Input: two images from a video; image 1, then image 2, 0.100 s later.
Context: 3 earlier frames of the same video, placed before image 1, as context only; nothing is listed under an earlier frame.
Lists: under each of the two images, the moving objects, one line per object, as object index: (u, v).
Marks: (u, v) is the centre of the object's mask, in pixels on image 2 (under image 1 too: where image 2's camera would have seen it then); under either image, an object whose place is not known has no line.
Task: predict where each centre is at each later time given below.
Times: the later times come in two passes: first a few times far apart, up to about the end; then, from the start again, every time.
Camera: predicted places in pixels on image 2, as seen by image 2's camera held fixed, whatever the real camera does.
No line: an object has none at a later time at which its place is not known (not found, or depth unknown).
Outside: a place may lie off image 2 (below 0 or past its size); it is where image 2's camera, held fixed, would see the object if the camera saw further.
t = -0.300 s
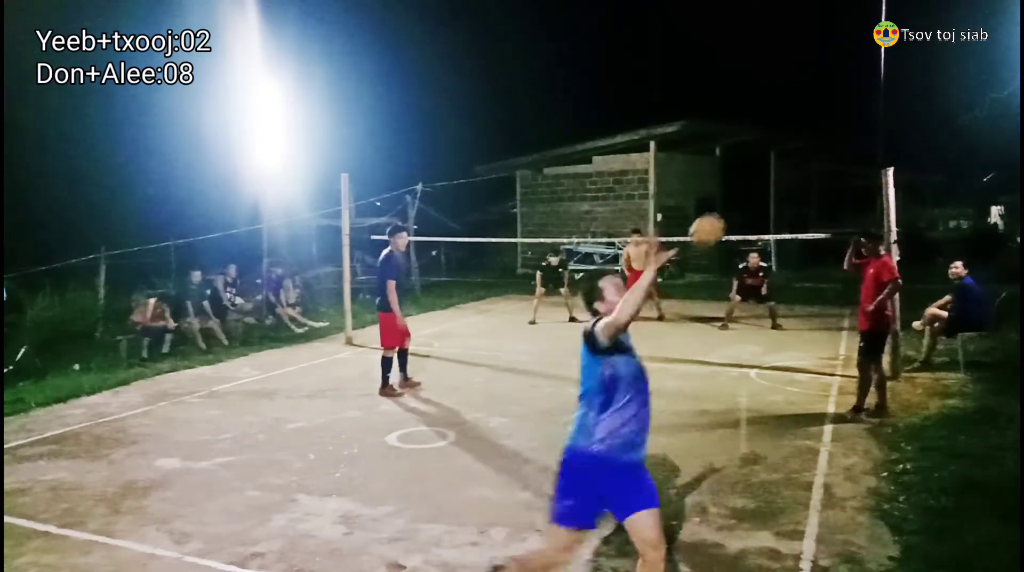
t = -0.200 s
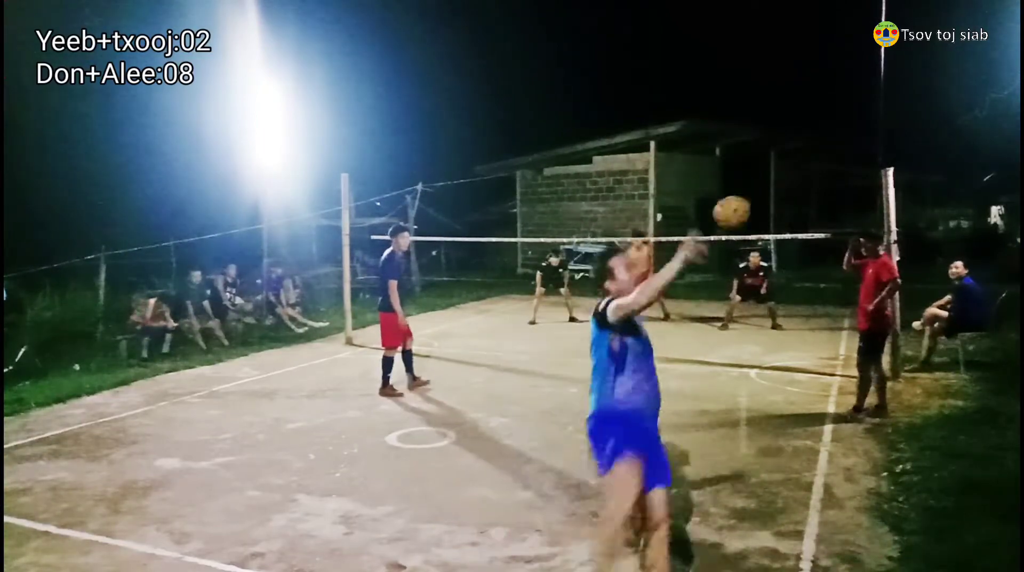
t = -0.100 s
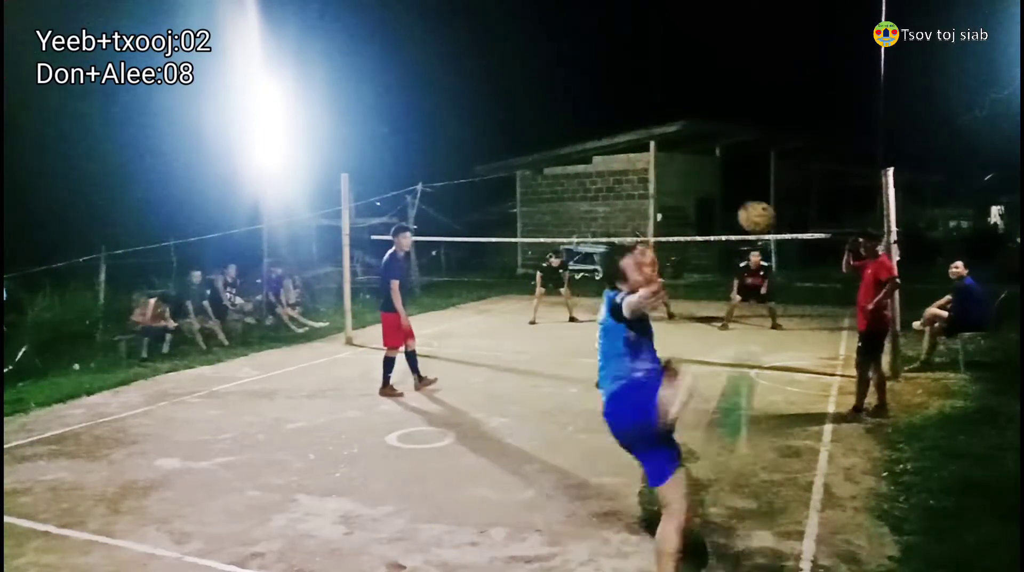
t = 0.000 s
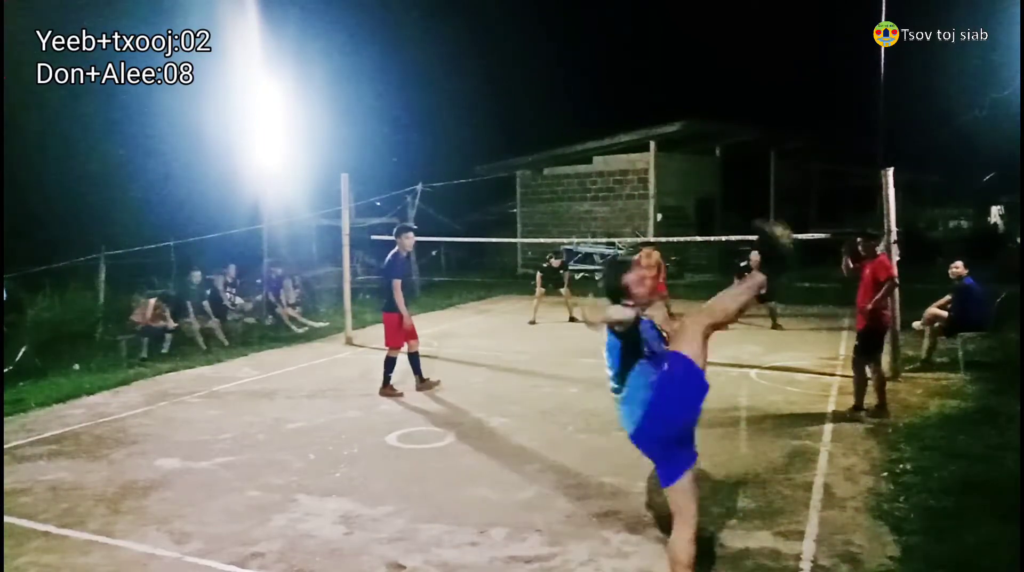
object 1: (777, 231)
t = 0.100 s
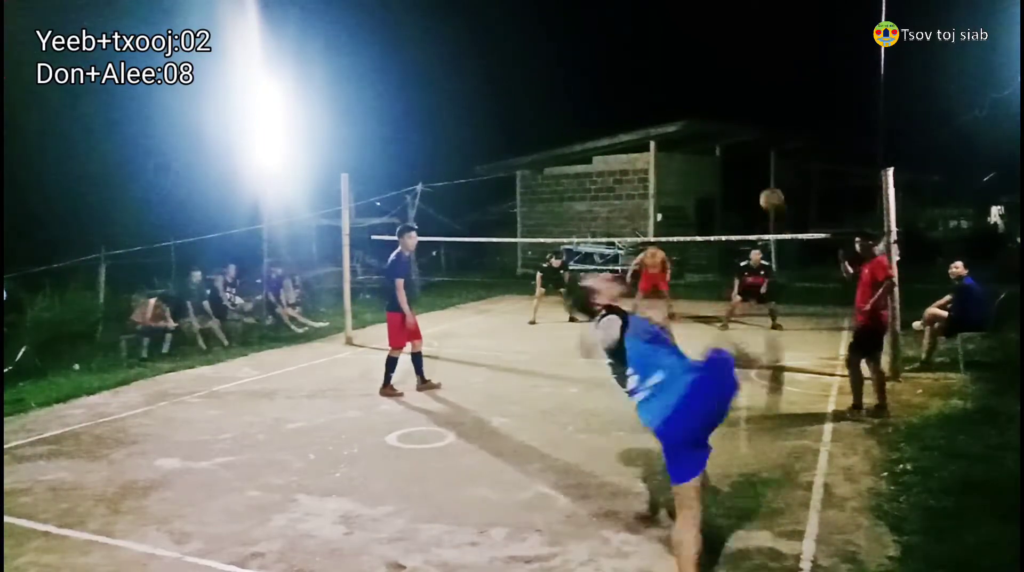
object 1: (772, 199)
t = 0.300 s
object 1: (767, 194)
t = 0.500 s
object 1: (763, 220)
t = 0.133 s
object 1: (771, 194)
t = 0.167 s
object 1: (769, 191)
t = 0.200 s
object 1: (768, 189)
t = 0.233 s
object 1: (768, 190)
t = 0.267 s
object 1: (767, 192)
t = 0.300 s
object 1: (767, 194)
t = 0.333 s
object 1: (766, 197)
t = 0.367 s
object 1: (765, 200)
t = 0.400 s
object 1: (765, 205)
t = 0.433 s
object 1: (764, 209)
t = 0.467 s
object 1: (764, 215)
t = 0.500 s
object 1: (763, 220)
